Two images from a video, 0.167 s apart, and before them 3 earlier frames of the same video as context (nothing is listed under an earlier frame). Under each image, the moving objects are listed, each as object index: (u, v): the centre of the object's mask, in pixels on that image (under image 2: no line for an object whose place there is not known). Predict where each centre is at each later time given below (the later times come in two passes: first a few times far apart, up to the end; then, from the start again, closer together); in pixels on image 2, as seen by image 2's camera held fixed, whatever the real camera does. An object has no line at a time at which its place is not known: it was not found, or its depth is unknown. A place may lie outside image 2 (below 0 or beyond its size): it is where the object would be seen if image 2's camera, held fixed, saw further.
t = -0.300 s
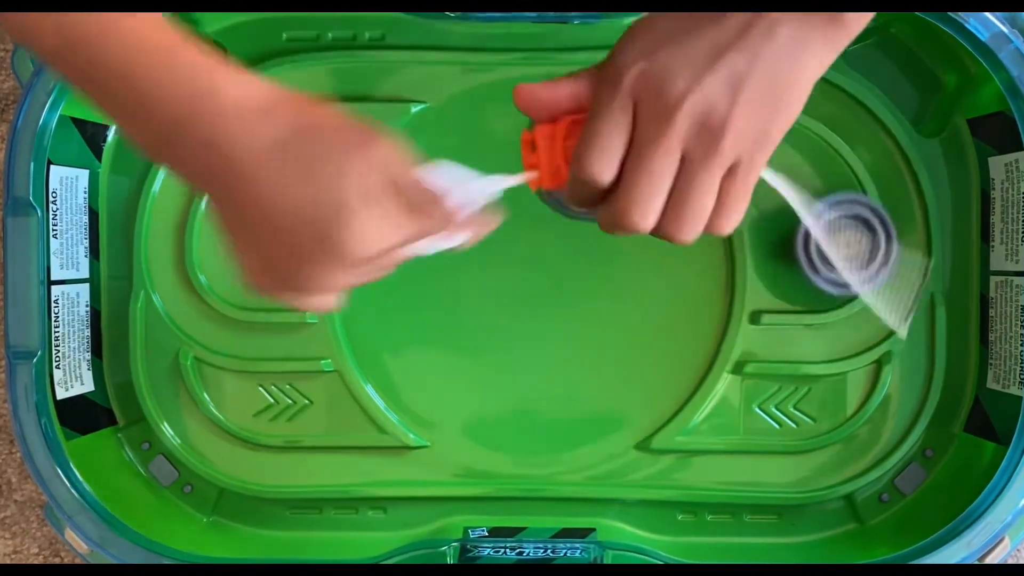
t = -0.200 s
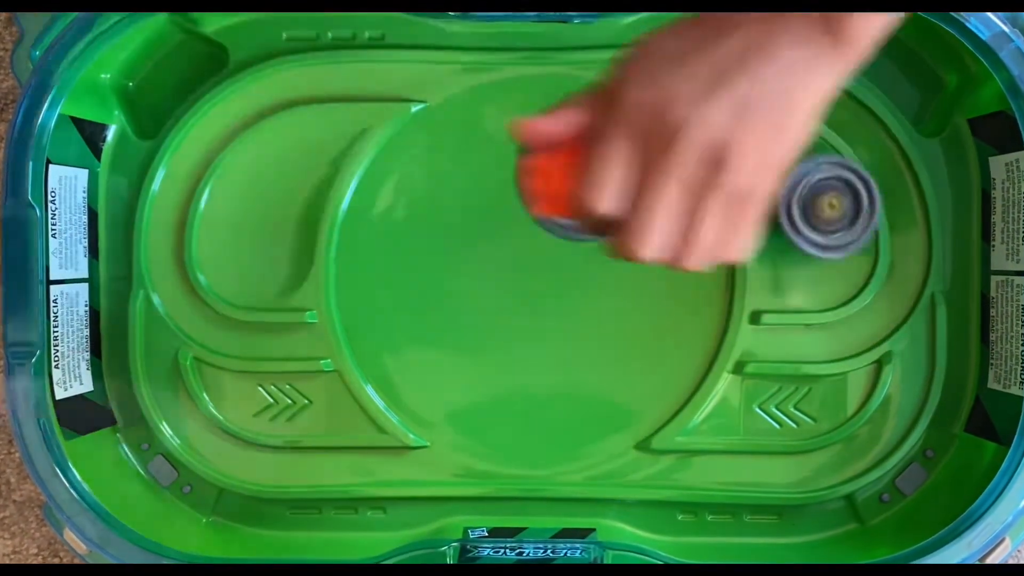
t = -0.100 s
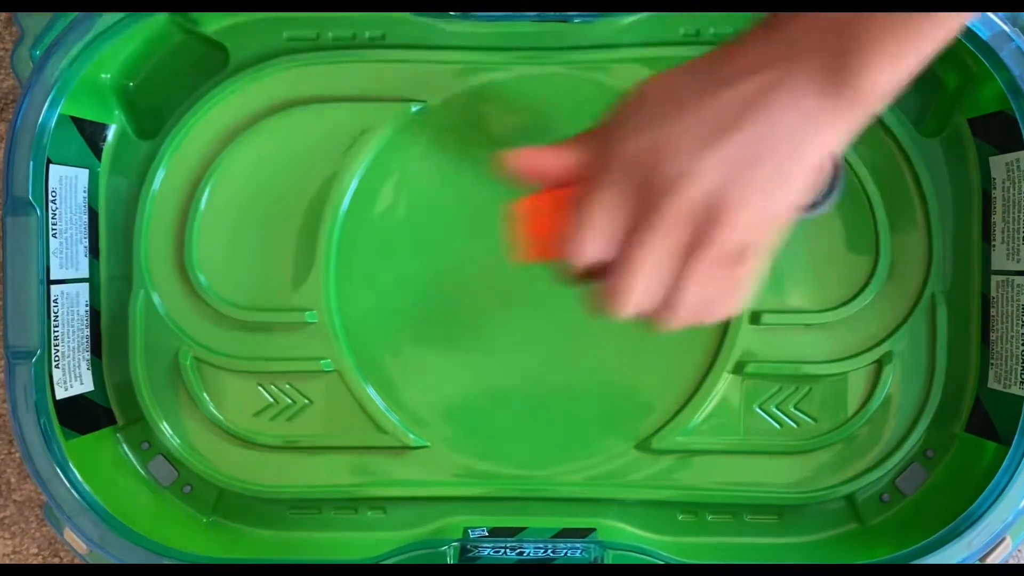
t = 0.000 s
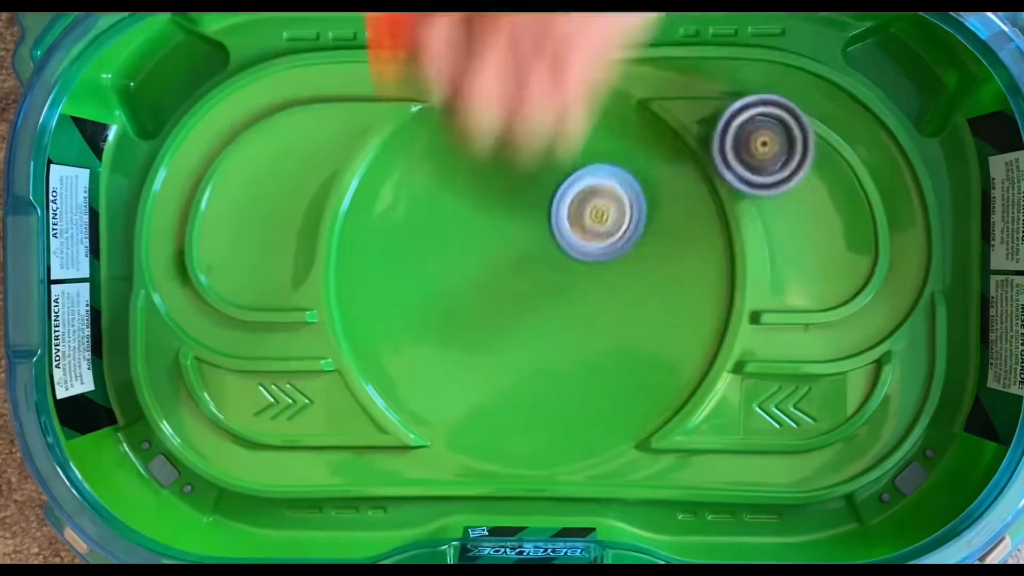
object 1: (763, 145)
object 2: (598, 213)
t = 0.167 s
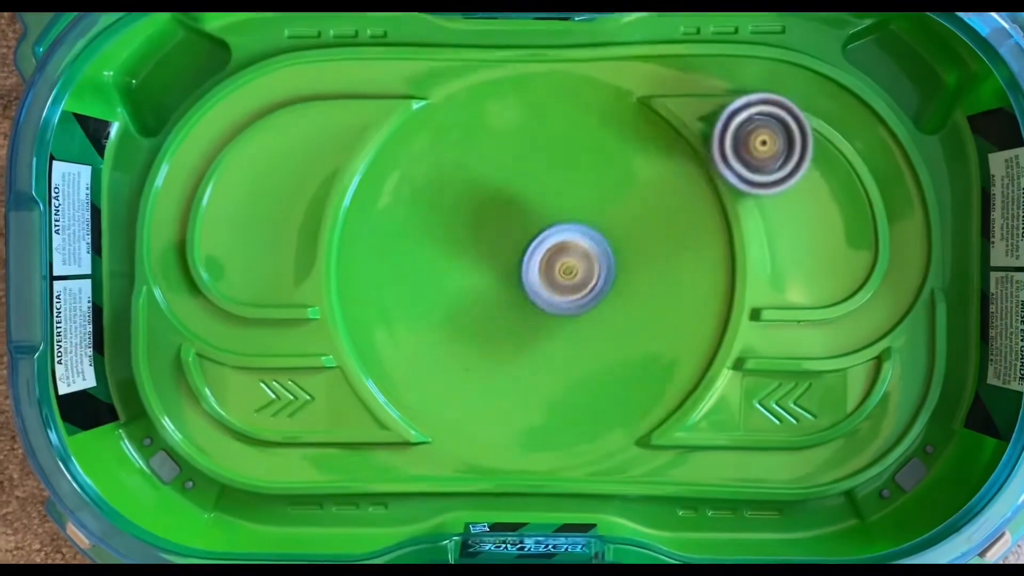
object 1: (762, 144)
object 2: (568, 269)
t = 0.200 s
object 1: (764, 146)
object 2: (560, 279)
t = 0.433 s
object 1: (762, 133)
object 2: (535, 312)
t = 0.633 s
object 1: (739, 125)
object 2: (583, 293)
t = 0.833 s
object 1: (781, 155)
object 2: (653, 226)
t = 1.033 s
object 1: (790, 157)
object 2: (616, 159)
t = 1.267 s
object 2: (529, 247)
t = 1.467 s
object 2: (567, 356)
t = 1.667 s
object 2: (629, 338)
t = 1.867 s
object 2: (615, 310)
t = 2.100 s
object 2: (545, 361)
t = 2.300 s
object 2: (550, 386)
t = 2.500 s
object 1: (827, 291)
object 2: (532, 345)
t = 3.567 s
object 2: (423, 393)
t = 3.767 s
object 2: (514, 421)
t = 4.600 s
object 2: (590, 367)
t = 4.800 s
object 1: (462, 298)
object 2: (678, 360)
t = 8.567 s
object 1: (516, 369)
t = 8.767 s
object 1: (522, 359)
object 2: (476, 161)
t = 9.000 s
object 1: (497, 303)
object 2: (486, 171)
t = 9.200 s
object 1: (451, 277)
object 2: (521, 176)
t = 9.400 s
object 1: (421, 296)
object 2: (539, 204)
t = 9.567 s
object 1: (462, 299)
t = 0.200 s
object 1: (764, 146)
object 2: (560, 279)
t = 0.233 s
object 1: (766, 146)
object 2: (552, 288)
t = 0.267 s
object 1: (769, 146)
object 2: (546, 295)
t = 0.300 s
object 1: (769, 145)
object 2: (541, 301)
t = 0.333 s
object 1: (769, 143)
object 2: (536, 305)
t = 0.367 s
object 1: (768, 140)
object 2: (533, 309)
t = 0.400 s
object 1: (765, 136)
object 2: (534, 311)
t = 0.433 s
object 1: (762, 133)
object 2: (535, 312)
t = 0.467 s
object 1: (757, 129)
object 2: (538, 312)
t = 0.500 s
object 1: (752, 126)
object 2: (543, 311)
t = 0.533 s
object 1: (746, 124)
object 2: (551, 308)
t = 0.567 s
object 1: (740, 123)
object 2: (560, 304)
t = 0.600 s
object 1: (738, 123)
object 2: (570, 299)
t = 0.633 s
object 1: (739, 125)
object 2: (583, 293)
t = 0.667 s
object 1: (744, 129)
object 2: (597, 287)
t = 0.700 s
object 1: (750, 134)
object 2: (612, 278)
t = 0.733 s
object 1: (758, 140)
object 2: (627, 267)
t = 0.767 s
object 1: (766, 146)
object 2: (639, 254)
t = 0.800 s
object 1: (774, 151)
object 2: (648, 240)
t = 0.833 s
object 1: (781, 155)
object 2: (653, 226)
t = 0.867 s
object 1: (784, 157)
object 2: (654, 211)
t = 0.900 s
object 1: (786, 158)
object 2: (652, 197)
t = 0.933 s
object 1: (788, 159)
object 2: (648, 184)
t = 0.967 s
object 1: (789, 158)
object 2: (639, 174)
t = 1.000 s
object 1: (790, 158)
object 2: (629, 165)
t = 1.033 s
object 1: (790, 157)
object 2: (616, 159)
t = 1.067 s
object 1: (789, 156)
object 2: (601, 157)
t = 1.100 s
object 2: (584, 160)
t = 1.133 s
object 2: (567, 169)
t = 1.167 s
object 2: (552, 183)
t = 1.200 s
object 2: (541, 201)
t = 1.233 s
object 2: (532, 223)
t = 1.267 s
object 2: (529, 247)
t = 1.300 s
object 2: (529, 273)
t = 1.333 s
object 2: (532, 296)
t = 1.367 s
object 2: (537, 317)
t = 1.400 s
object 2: (544, 334)
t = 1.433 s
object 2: (554, 347)
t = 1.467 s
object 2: (567, 356)
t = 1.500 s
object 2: (580, 362)
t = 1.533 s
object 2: (592, 362)
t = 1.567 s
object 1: (831, 224)
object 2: (603, 359)
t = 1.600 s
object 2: (614, 354)
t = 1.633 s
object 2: (622, 346)
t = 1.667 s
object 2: (629, 338)
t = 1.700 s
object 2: (633, 330)
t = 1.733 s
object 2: (635, 322)
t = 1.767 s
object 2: (637, 316)
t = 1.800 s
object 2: (633, 313)
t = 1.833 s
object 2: (626, 310)
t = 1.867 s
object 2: (615, 310)
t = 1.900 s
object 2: (603, 313)
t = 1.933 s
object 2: (590, 320)
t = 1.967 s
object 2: (578, 329)
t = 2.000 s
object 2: (567, 338)
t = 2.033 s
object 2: (558, 346)
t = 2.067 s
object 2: (550, 354)
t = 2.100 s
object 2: (545, 361)
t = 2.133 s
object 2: (542, 367)
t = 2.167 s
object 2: (541, 373)
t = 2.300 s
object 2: (550, 386)
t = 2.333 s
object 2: (551, 383)
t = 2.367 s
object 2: (551, 379)
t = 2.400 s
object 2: (550, 372)
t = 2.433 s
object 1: (800, 281)
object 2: (546, 363)
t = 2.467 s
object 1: (812, 292)
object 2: (540, 355)
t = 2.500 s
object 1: (827, 291)
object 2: (532, 345)
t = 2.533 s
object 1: (842, 283)
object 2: (522, 336)
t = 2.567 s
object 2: (511, 330)
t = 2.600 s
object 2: (498, 327)
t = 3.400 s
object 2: (412, 316)
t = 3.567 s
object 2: (423, 393)
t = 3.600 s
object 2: (434, 407)
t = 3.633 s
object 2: (447, 418)
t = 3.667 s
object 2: (462, 425)
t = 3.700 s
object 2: (479, 428)
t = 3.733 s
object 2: (497, 427)
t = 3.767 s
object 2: (514, 421)
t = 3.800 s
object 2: (530, 412)
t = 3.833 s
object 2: (551, 412)
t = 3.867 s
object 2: (576, 413)
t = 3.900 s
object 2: (596, 409)
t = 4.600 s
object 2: (590, 367)
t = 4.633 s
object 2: (616, 388)
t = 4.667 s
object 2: (643, 400)
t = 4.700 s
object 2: (671, 410)
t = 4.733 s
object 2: (680, 401)
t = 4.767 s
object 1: (447, 294)
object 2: (680, 379)
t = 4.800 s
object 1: (462, 298)
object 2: (678, 360)
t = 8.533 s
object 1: (516, 365)
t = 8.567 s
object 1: (516, 369)
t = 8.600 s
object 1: (517, 371)
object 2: (483, 186)
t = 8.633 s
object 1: (517, 371)
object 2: (481, 178)
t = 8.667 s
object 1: (518, 370)
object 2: (480, 173)
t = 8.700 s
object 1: (520, 368)
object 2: (478, 168)
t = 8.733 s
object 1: (521, 364)
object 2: (476, 164)
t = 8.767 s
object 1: (522, 359)
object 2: (476, 161)
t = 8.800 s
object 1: (521, 353)
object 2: (476, 159)
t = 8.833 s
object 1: (519, 346)
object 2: (476, 158)
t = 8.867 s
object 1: (516, 338)
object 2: (477, 158)
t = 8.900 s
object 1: (512, 329)
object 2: (479, 159)
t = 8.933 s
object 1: (507, 320)
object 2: (481, 162)
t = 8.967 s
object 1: (502, 311)
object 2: (484, 166)
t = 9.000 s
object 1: (497, 303)
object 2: (486, 171)
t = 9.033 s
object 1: (492, 295)
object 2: (489, 176)
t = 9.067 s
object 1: (486, 288)
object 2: (491, 182)
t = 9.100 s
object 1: (479, 284)
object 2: (497, 183)
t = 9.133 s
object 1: (470, 284)
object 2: (507, 175)
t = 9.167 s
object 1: (460, 280)
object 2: (516, 174)
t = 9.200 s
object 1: (451, 277)
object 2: (521, 176)
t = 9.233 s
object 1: (442, 276)
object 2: (524, 178)
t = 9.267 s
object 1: (433, 277)
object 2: (528, 182)
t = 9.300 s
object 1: (426, 279)
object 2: (531, 186)
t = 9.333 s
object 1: (421, 284)
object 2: (534, 191)
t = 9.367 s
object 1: (419, 290)
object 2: (537, 196)
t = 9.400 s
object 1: (421, 296)
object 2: (539, 204)
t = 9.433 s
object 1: (426, 301)
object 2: (542, 213)
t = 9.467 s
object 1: (433, 304)
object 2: (545, 224)
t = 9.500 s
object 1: (443, 305)
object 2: (547, 237)
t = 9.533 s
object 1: (453, 303)
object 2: (550, 250)
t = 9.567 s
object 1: (462, 299)
